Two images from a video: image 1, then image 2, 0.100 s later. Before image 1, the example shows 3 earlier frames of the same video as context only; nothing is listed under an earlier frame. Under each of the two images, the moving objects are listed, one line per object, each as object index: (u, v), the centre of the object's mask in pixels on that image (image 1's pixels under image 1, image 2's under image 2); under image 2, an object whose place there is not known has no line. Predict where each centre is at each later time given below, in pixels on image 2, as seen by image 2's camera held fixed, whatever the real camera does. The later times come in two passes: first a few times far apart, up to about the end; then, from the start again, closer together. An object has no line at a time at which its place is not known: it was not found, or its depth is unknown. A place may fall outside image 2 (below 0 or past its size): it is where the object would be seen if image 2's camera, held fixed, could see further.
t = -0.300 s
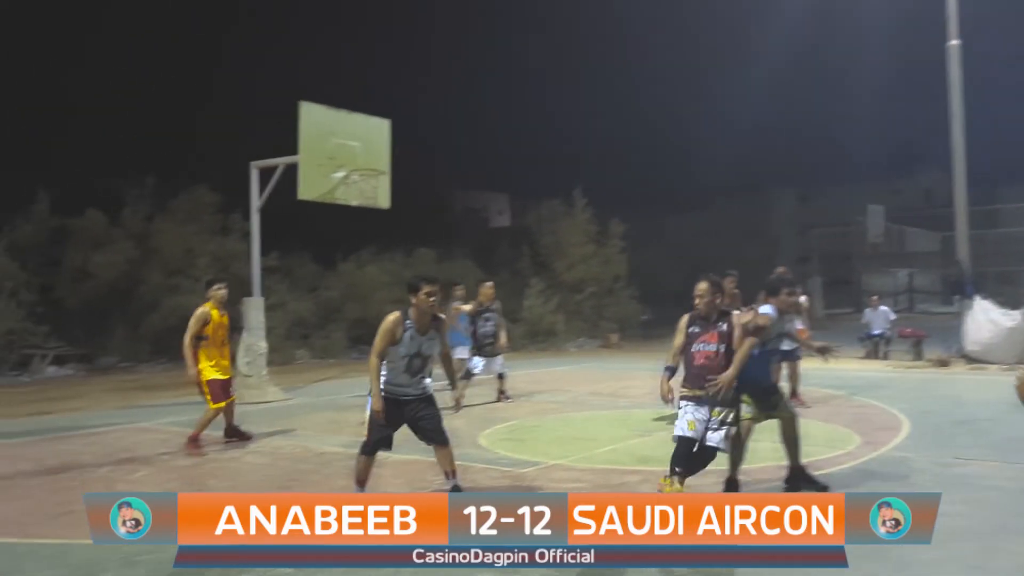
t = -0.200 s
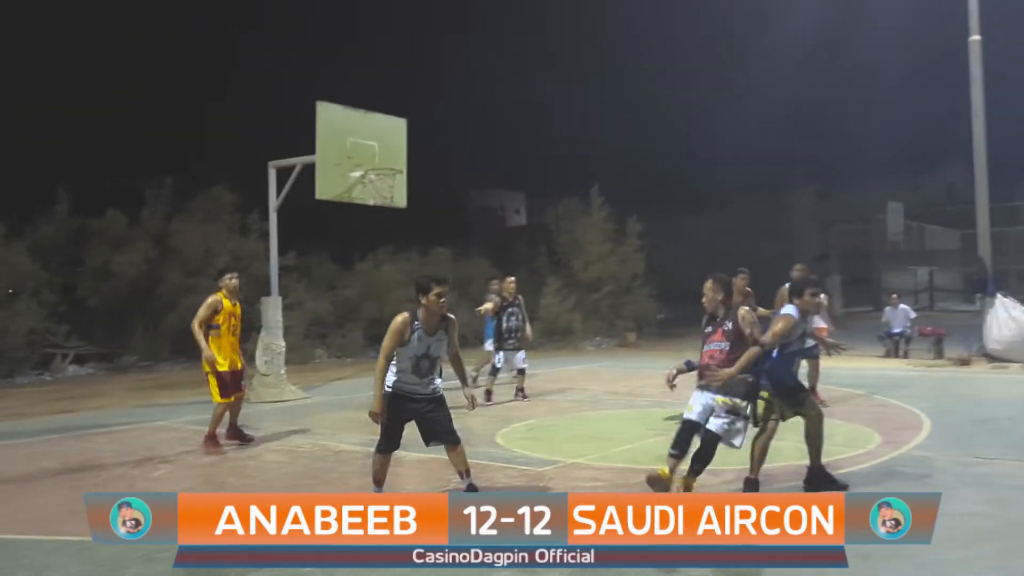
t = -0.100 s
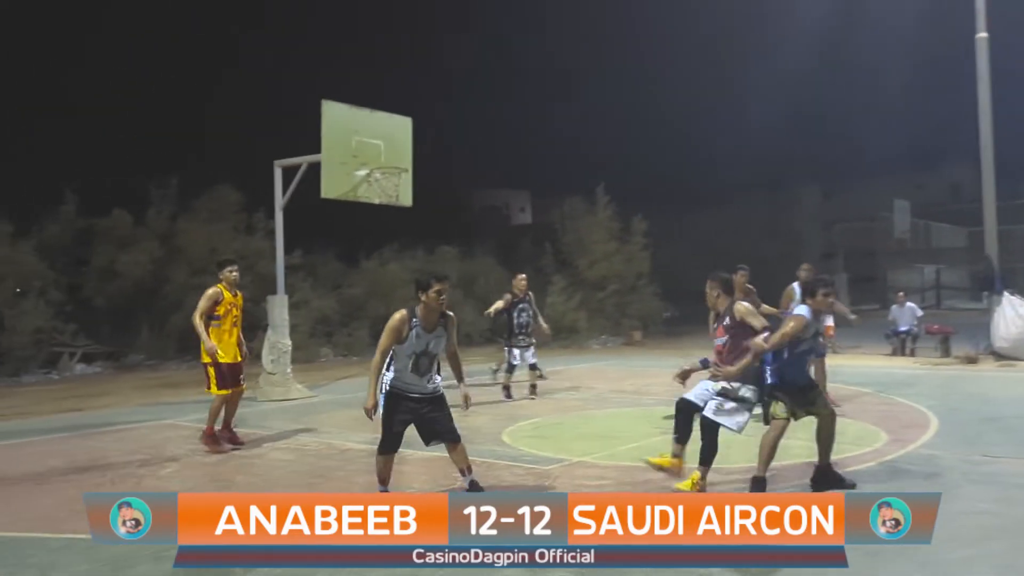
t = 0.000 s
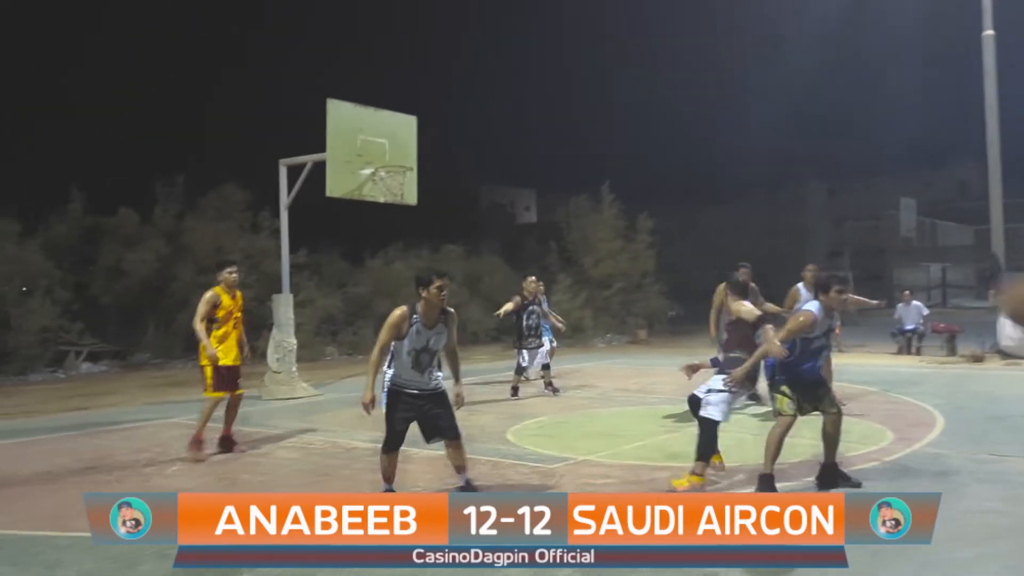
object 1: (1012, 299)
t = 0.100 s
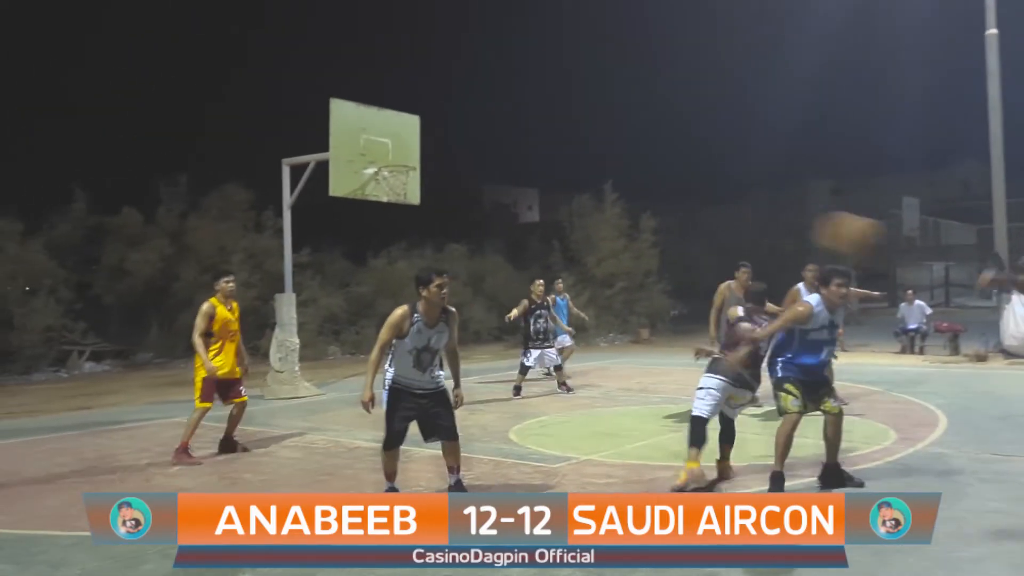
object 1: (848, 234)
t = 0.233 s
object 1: (609, 183)
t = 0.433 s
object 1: (272, 171)
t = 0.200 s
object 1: (670, 196)
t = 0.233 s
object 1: (609, 183)
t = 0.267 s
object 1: (553, 179)
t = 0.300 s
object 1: (498, 176)
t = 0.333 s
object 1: (445, 173)
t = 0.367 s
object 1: (386, 171)
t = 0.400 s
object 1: (327, 171)
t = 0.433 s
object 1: (272, 171)
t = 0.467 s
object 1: (222, 179)
